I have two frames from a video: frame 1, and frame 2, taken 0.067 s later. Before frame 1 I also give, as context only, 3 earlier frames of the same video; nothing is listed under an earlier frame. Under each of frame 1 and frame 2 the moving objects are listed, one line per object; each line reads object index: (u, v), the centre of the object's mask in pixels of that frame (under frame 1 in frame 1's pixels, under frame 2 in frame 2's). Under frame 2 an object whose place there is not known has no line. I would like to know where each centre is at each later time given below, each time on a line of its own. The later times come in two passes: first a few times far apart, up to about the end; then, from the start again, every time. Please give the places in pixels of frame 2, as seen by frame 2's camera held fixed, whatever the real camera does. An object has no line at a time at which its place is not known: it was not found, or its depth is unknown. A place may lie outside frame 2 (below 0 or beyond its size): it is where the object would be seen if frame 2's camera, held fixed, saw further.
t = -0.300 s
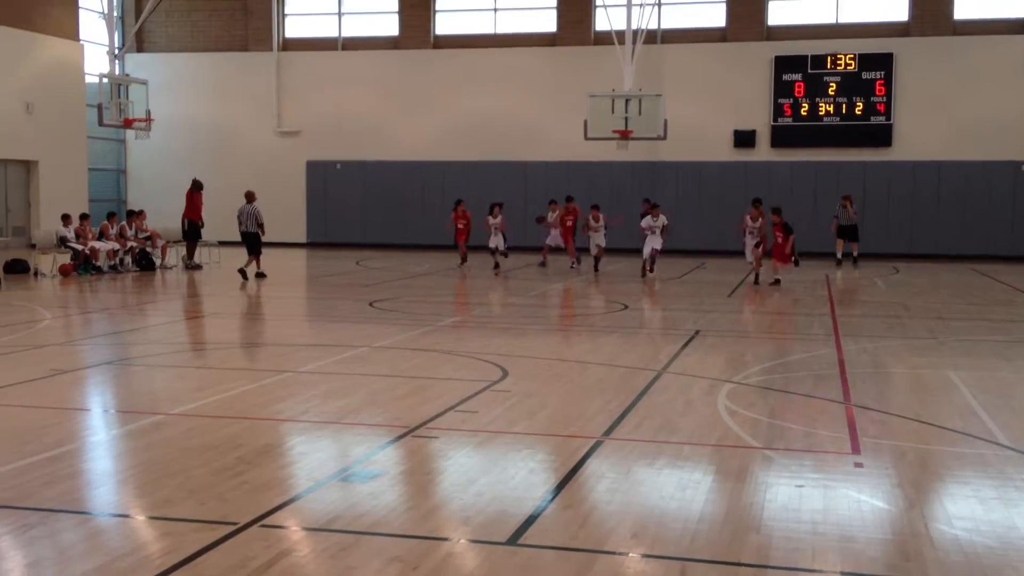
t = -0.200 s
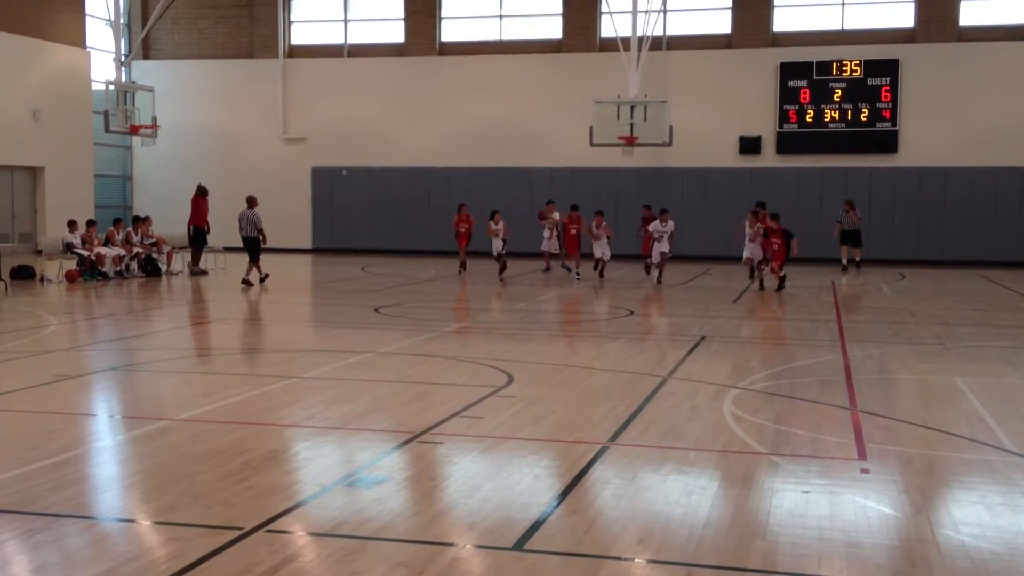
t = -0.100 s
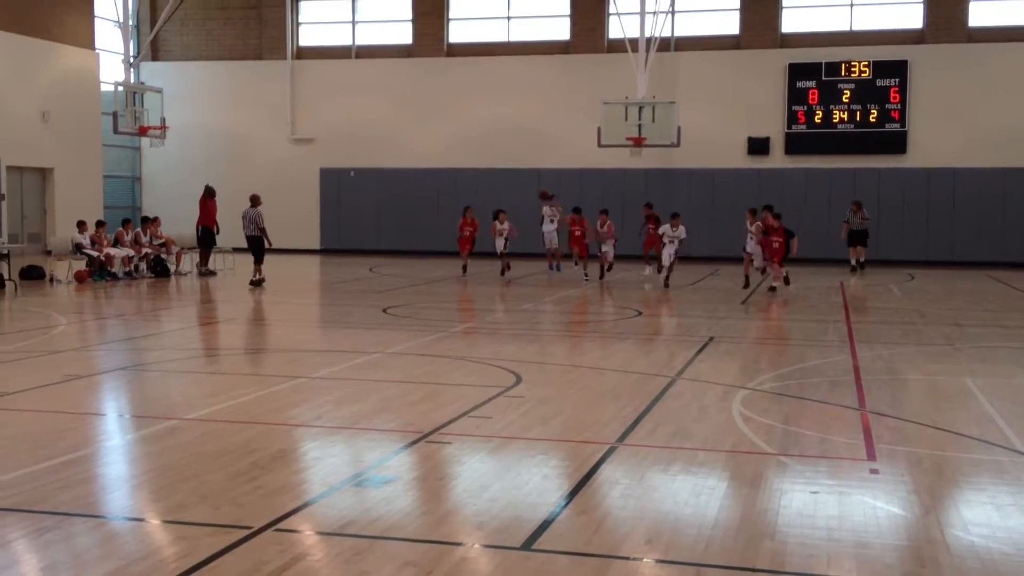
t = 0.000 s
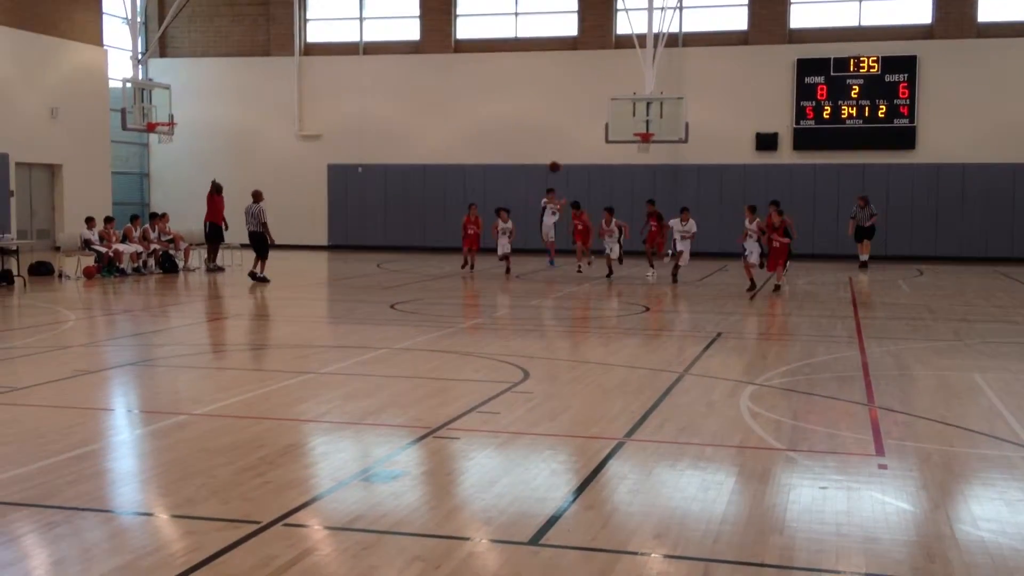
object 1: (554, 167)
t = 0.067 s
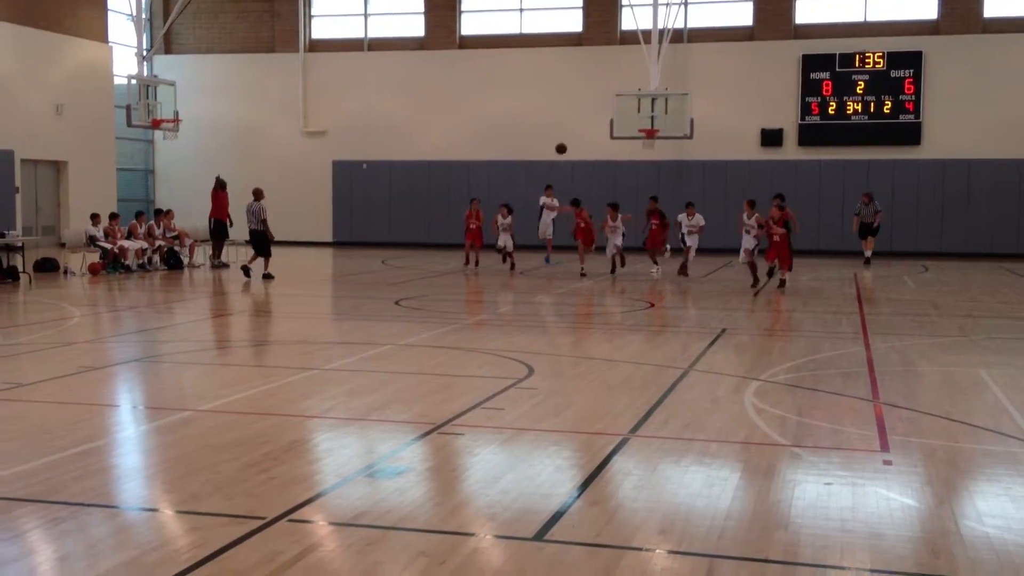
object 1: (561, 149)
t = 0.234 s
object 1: (567, 119)
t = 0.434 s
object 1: (576, 97)
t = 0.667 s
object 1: (588, 98)
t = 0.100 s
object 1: (562, 142)
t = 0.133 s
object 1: (563, 136)
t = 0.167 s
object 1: (565, 130)
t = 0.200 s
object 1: (566, 124)
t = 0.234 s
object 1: (567, 119)
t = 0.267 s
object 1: (568, 114)
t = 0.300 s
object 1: (570, 110)
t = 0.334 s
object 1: (571, 106)
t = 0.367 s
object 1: (573, 102)
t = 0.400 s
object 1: (574, 99)
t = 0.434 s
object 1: (576, 97)
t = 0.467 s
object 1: (577, 95)
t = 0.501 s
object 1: (579, 94)
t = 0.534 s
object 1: (581, 93)
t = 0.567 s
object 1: (582, 93)
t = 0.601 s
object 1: (584, 94)
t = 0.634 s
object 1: (586, 95)
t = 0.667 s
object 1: (588, 98)
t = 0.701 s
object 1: (590, 101)
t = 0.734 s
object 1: (592, 104)
